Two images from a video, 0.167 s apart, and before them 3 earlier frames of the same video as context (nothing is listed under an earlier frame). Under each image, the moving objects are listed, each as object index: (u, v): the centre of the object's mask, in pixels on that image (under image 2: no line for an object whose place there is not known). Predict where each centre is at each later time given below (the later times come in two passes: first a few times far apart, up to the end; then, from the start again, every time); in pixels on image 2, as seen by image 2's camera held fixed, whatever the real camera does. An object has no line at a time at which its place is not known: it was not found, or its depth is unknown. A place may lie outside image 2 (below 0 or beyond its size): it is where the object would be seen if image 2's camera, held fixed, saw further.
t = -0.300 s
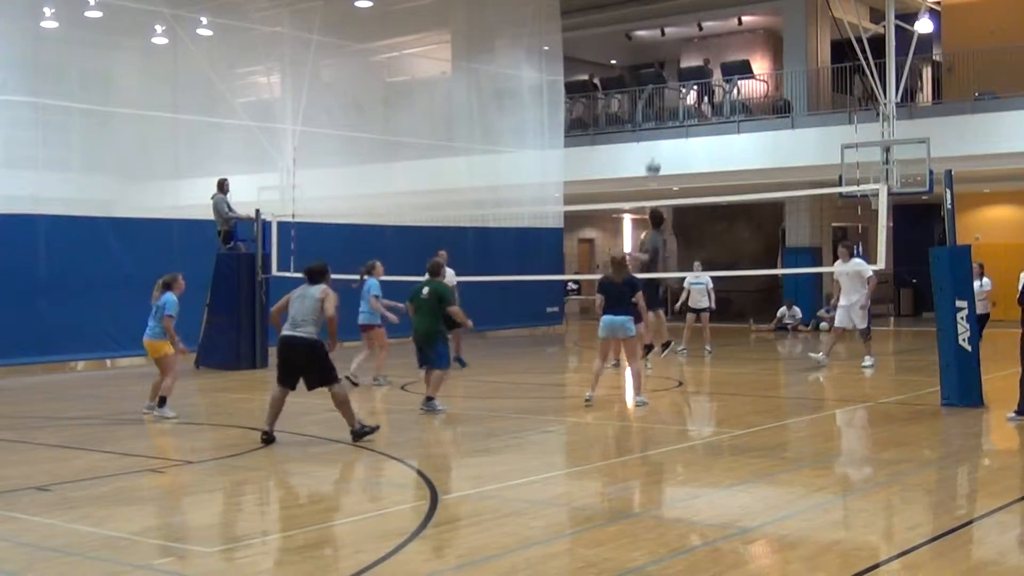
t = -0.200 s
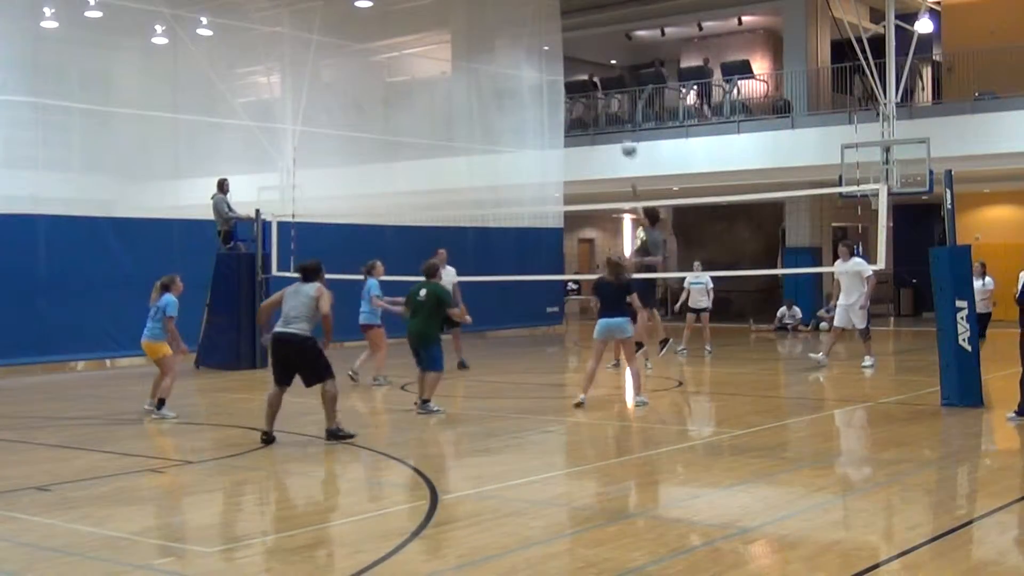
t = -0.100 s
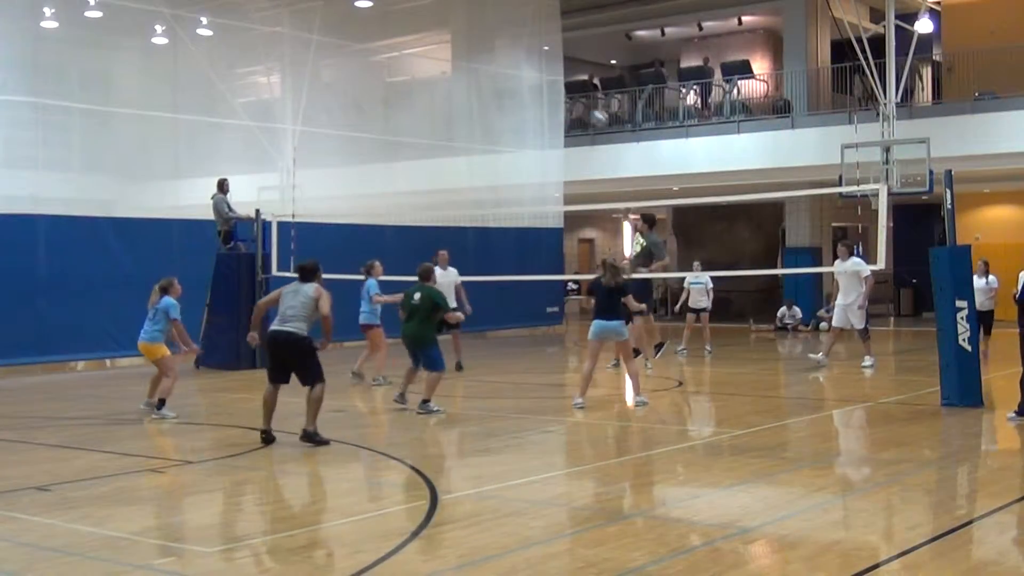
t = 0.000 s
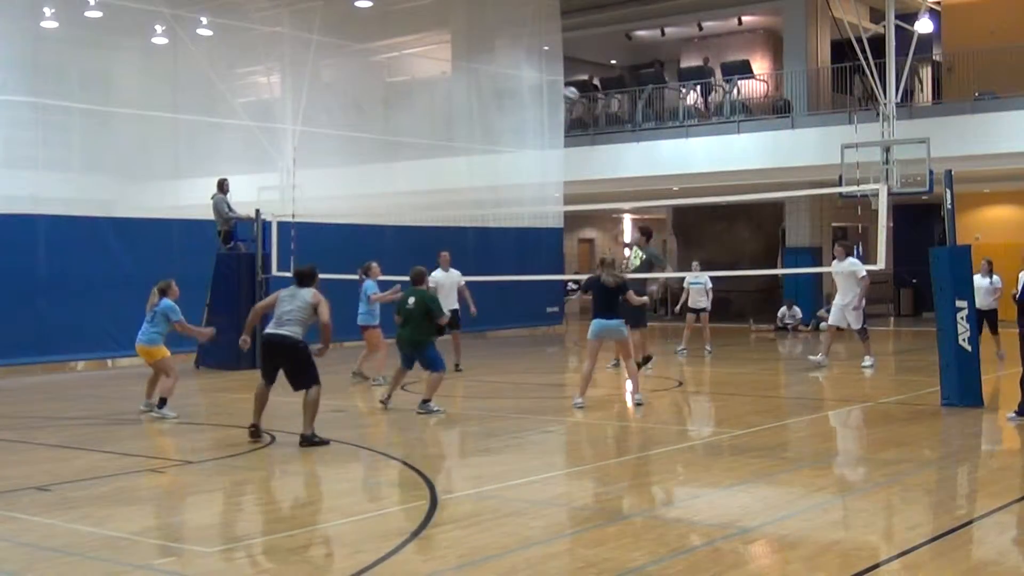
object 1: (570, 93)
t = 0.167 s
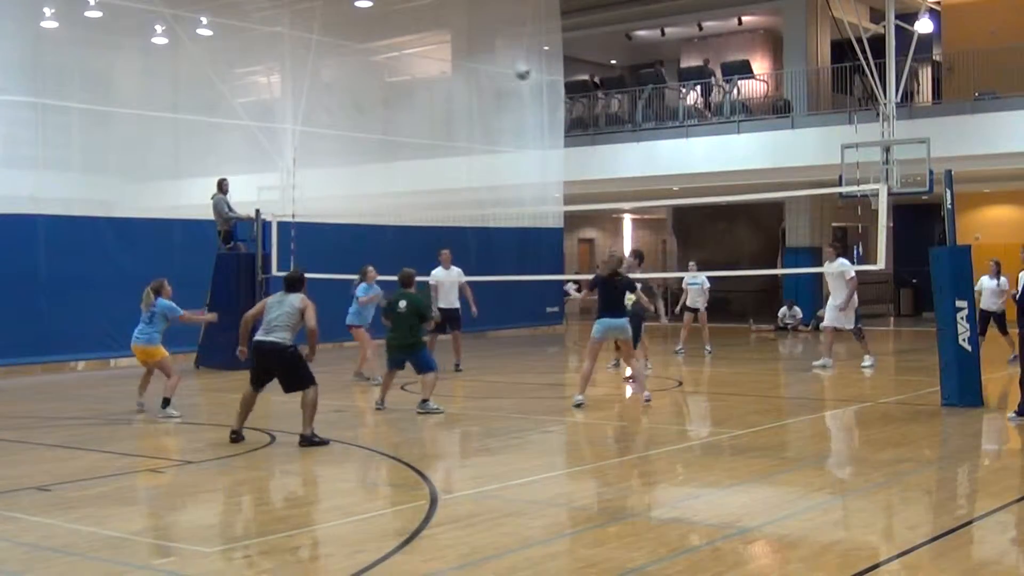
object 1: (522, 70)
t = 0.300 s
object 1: (483, 67)
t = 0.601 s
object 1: (398, 106)
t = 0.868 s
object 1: (324, 204)
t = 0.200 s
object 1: (512, 68)
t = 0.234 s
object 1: (503, 67)
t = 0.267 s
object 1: (494, 67)
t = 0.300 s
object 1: (483, 67)
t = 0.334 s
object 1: (473, 69)
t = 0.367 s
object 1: (464, 71)
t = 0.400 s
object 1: (455, 73)
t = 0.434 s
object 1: (445, 78)
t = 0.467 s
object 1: (436, 83)
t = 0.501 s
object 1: (427, 90)
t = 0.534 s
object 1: (416, 92)
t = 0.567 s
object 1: (407, 99)
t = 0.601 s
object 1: (398, 106)
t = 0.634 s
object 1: (390, 117)
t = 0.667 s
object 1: (381, 127)
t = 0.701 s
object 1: (370, 138)
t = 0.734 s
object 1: (361, 148)
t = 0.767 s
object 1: (353, 163)
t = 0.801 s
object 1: (343, 177)
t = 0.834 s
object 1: (334, 190)
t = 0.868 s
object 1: (324, 204)
